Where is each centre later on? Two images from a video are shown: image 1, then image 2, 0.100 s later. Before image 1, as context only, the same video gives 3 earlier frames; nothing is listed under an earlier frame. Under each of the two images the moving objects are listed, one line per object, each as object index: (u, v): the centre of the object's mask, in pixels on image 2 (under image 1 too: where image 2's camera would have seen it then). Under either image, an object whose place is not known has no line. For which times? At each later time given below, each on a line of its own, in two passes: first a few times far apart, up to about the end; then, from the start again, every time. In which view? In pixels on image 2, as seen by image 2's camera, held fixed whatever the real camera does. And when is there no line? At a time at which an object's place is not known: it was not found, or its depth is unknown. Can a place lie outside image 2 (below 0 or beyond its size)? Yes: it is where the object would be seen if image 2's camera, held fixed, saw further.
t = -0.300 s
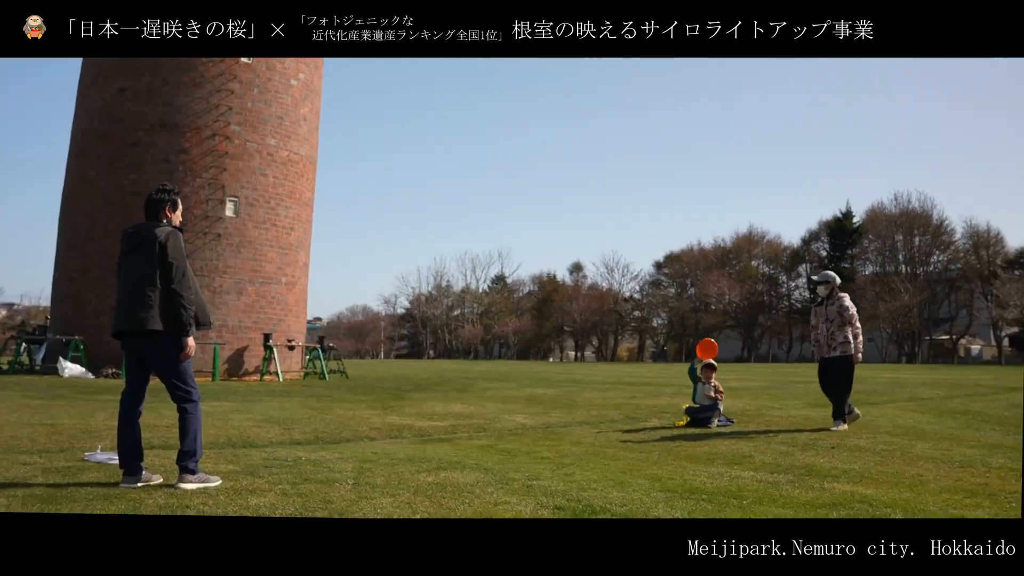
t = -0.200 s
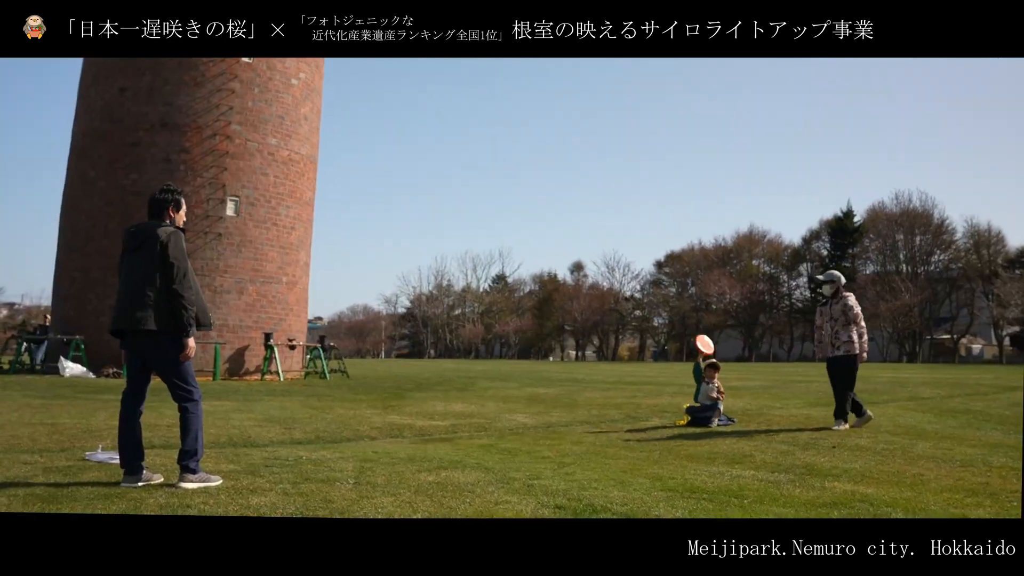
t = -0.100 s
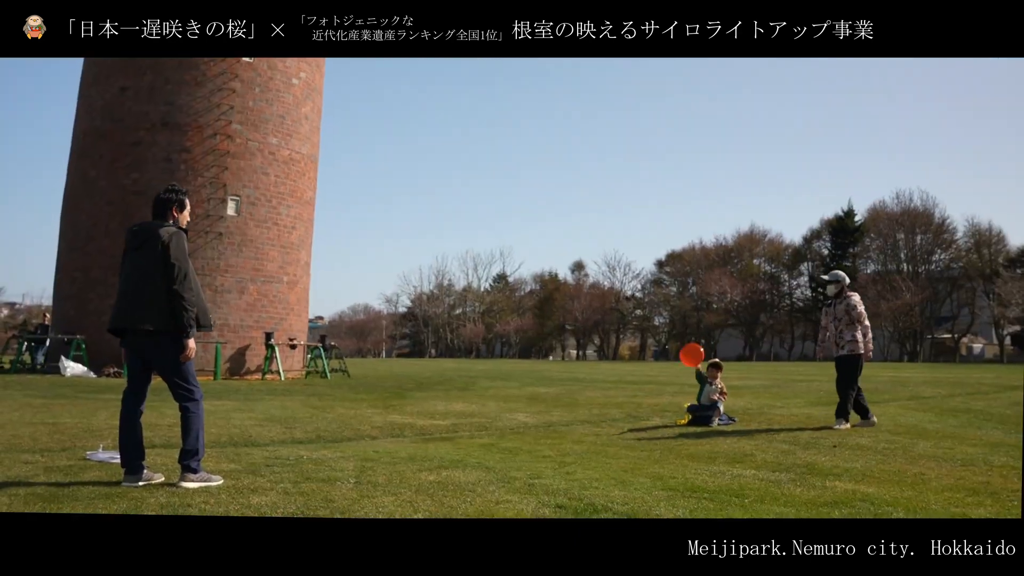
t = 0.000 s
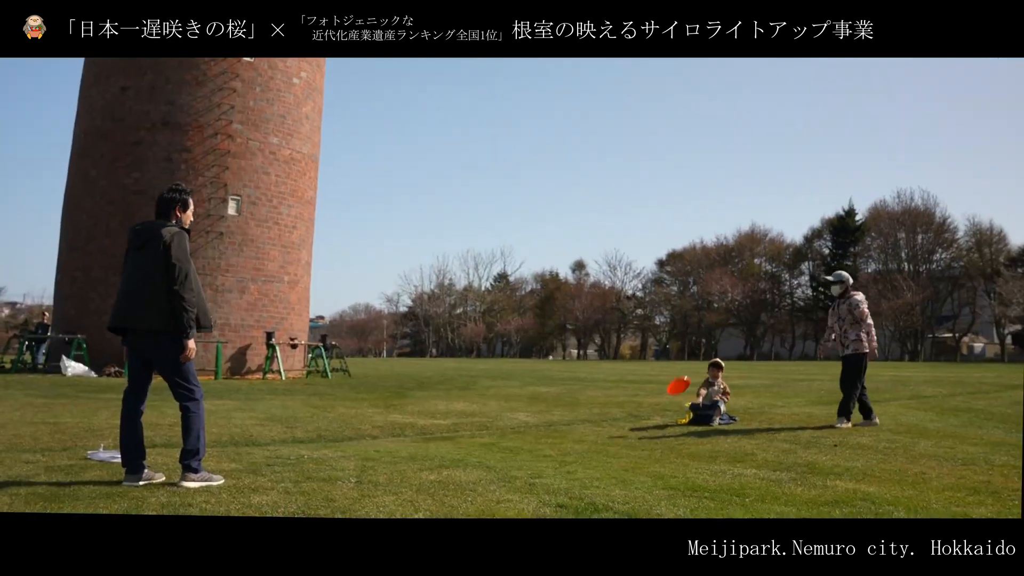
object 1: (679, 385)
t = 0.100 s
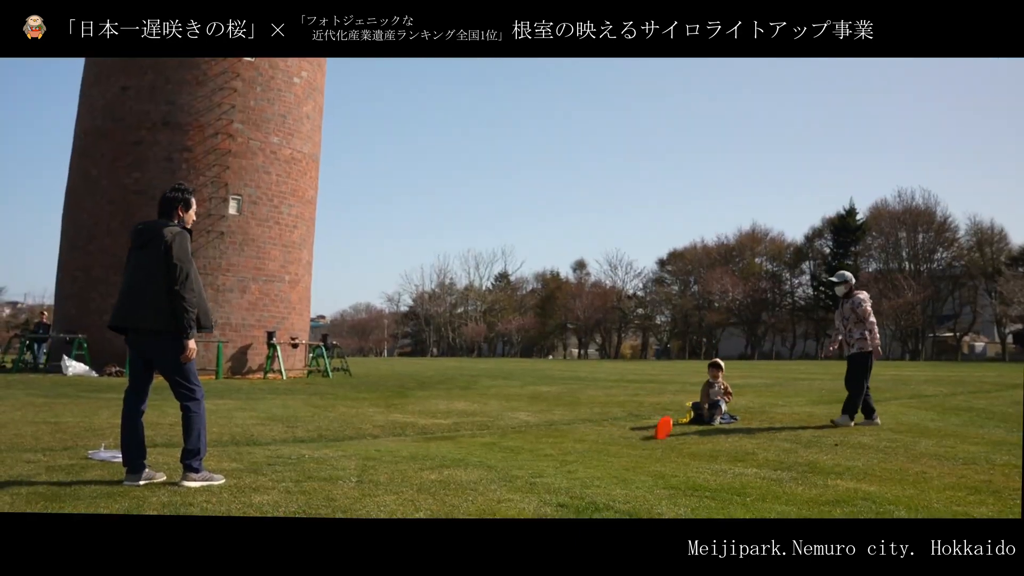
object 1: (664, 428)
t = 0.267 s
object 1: (671, 406)
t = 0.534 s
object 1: (680, 432)
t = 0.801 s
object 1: (708, 436)
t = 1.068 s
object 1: (739, 442)
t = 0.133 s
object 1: (665, 422)
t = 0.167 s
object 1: (667, 416)
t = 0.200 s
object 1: (668, 412)
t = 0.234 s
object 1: (670, 408)
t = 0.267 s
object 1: (671, 406)
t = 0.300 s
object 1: (672, 404)
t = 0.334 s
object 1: (674, 404)
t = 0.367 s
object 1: (675, 405)
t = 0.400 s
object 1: (676, 408)
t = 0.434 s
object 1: (677, 412)
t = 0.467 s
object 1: (678, 418)
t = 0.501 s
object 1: (679, 424)
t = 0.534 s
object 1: (680, 432)
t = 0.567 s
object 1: (684, 432)
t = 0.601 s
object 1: (687, 429)
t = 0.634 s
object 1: (691, 428)
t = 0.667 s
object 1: (694, 428)
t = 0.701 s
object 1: (698, 429)
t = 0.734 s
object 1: (701, 432)
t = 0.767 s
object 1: (704, 436)
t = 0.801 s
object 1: (708, 436)
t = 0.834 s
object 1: (712, 436)
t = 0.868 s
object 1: (717, 437)
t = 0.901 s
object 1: (720, 439)
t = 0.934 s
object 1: (724, 439)
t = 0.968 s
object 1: (728, 439)
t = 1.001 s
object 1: (732, 439)
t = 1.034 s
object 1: (735, 441)
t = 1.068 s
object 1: (739, 442)
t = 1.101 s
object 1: (743, 442)
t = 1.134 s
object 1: (747, 443)
